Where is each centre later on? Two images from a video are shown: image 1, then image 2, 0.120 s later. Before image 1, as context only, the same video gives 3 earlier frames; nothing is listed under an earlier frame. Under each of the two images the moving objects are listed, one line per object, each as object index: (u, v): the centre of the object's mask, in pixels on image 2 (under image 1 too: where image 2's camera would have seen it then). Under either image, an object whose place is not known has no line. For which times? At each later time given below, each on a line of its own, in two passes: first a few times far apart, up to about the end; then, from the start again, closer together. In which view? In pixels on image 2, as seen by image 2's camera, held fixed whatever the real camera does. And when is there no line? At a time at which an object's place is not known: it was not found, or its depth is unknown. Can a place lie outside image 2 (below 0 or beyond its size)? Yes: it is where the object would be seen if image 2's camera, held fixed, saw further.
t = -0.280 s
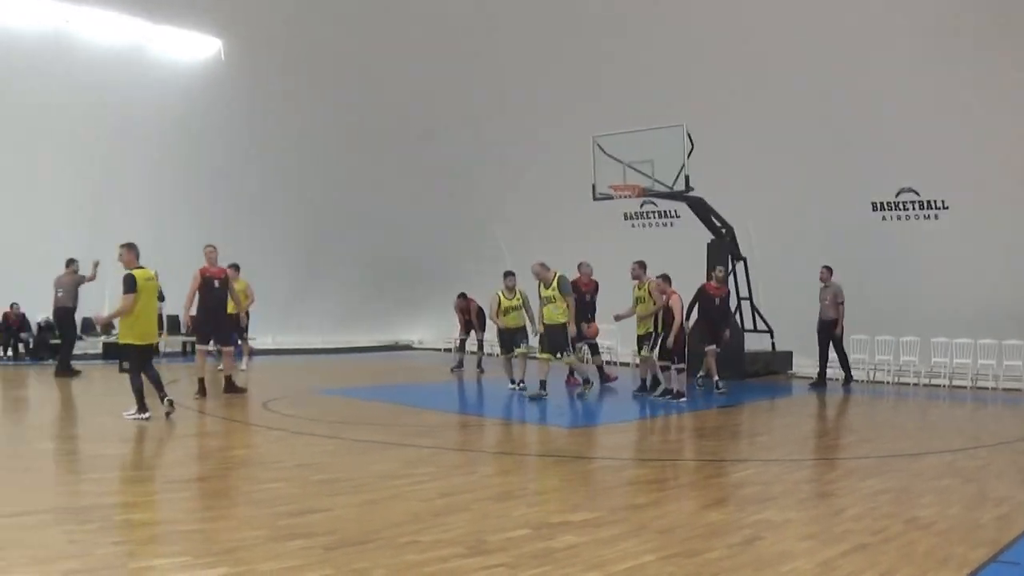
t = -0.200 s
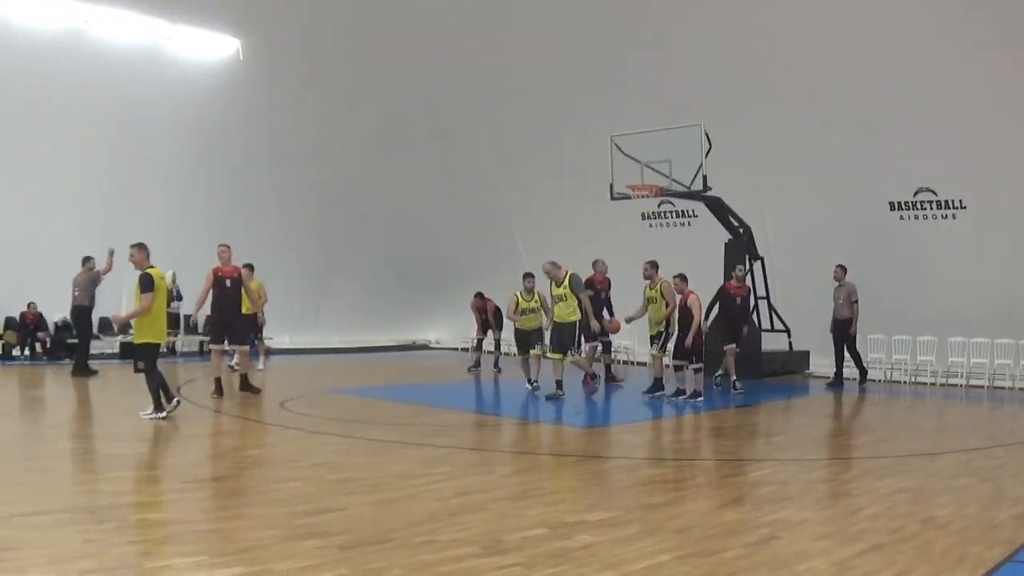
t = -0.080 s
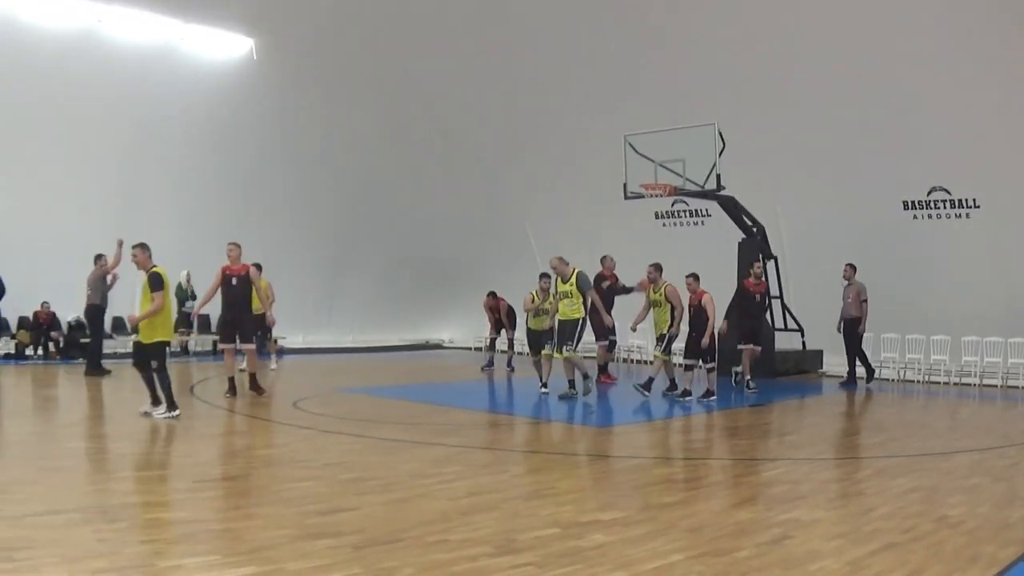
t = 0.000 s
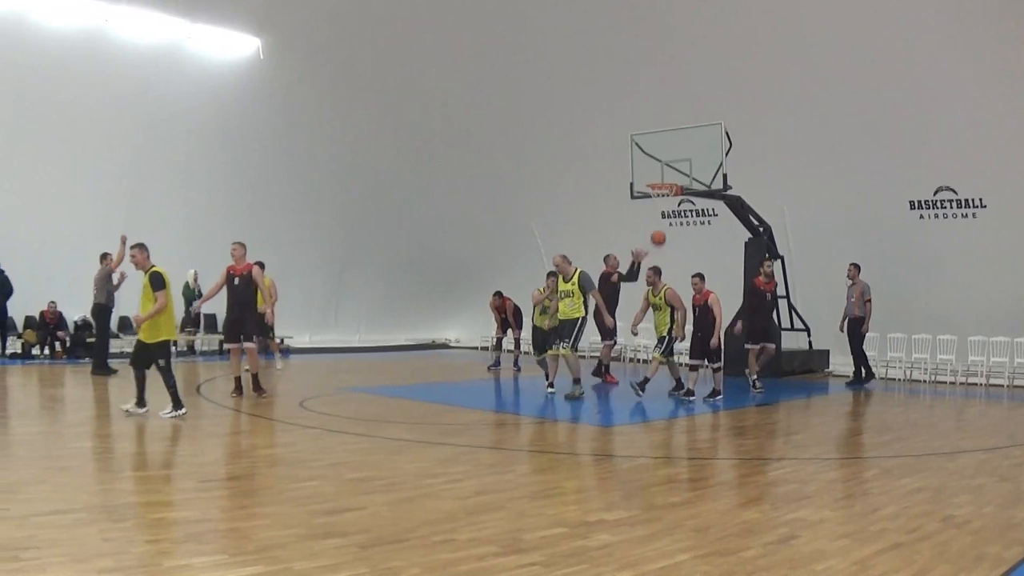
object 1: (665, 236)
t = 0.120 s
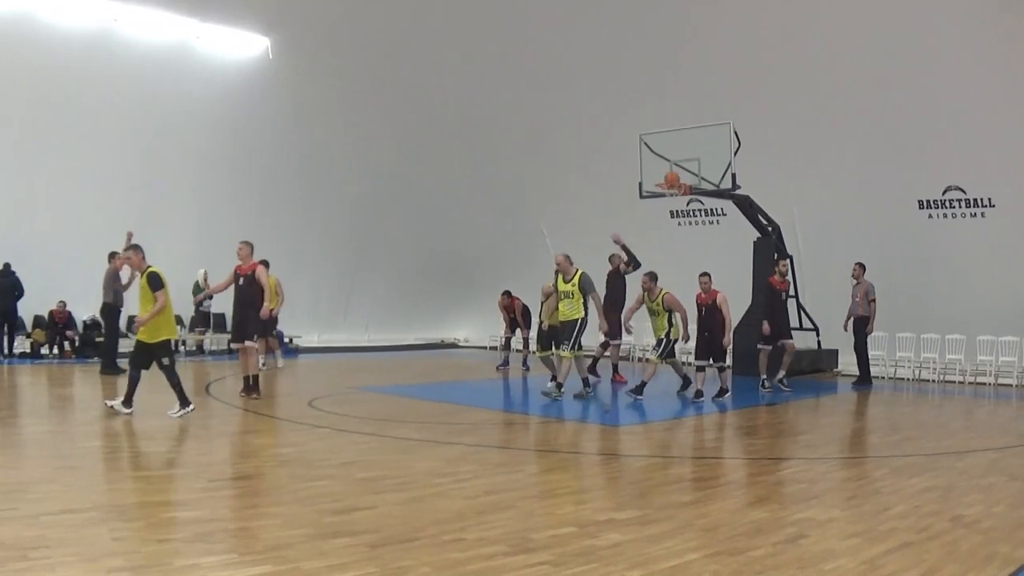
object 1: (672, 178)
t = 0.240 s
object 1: (677, 133)
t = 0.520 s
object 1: (689, 65)
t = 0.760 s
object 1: (699, 46)
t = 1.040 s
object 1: (710, 67)
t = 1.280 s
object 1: (719, 125)
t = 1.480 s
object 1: (725, 203)
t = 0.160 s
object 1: (673, 162)
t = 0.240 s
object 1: (677, 133)
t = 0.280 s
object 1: (678, 120)
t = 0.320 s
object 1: (680, 109)
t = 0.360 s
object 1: (682, 98)
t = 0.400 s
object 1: (684, 88)
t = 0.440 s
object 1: (686, 79)
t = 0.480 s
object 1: (687, 72)
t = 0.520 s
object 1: (689, 65)
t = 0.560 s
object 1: (691, 60)
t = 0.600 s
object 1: (692, 54)
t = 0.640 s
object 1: (694, 51)
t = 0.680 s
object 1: (695, 48)
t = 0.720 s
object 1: (697, 46)
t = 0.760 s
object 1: (699, 46)
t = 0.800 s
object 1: (701, 46)
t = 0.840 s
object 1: (702, 47)
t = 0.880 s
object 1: (703, 49)
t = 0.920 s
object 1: (705, 51)
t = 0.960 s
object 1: (706, 55)
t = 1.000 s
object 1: (708, 61)
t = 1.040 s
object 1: (710, 67)
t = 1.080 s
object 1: (711, 74)
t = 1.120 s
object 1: (712, 82)
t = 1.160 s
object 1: (714, 91)
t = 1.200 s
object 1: (716, 102)
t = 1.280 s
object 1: (719, 125)
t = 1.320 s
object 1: (720, 139)
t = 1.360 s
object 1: (721, 153)
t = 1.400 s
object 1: (723, 169)
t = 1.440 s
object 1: (725, 185)
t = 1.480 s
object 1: (725, 203)
